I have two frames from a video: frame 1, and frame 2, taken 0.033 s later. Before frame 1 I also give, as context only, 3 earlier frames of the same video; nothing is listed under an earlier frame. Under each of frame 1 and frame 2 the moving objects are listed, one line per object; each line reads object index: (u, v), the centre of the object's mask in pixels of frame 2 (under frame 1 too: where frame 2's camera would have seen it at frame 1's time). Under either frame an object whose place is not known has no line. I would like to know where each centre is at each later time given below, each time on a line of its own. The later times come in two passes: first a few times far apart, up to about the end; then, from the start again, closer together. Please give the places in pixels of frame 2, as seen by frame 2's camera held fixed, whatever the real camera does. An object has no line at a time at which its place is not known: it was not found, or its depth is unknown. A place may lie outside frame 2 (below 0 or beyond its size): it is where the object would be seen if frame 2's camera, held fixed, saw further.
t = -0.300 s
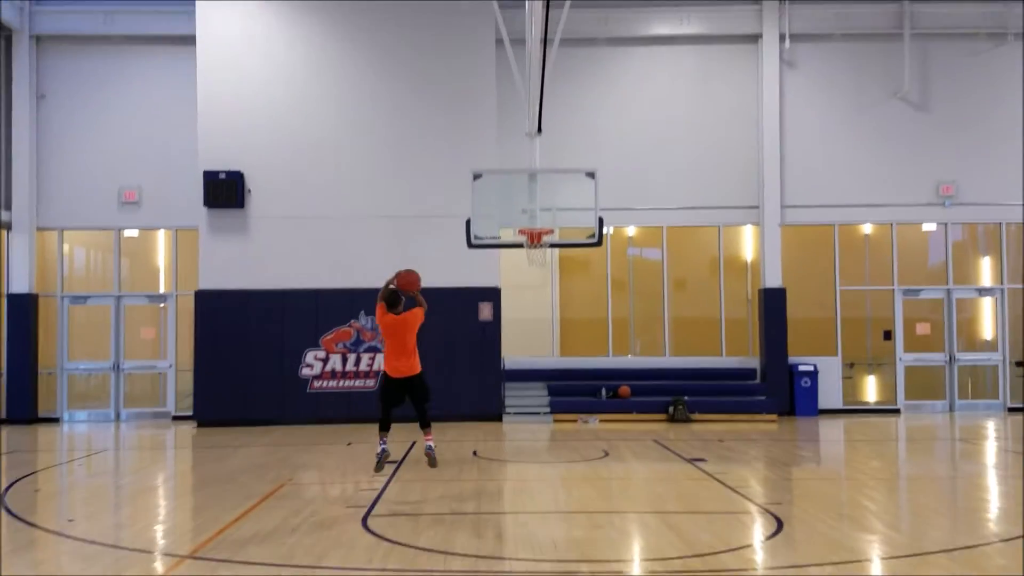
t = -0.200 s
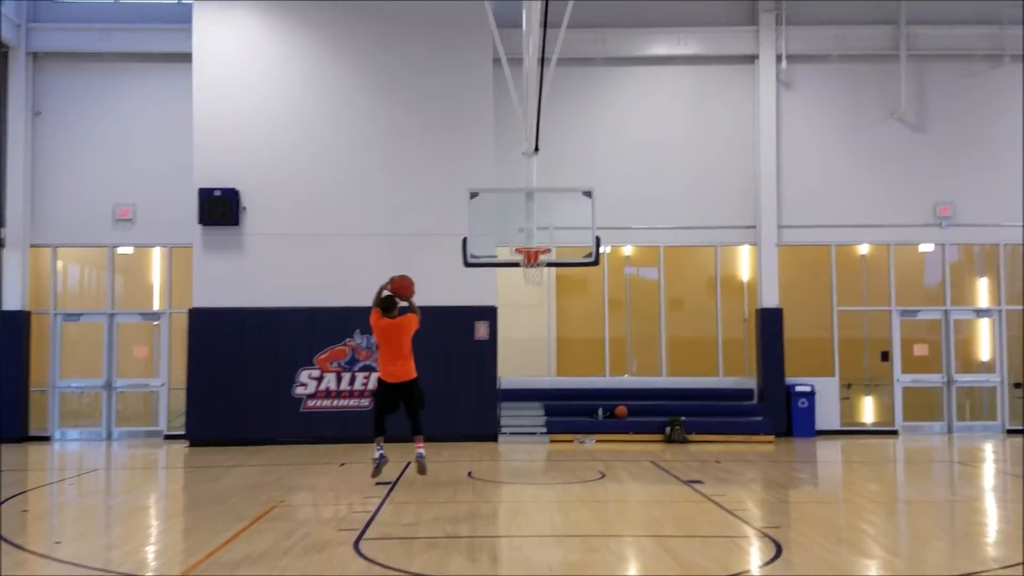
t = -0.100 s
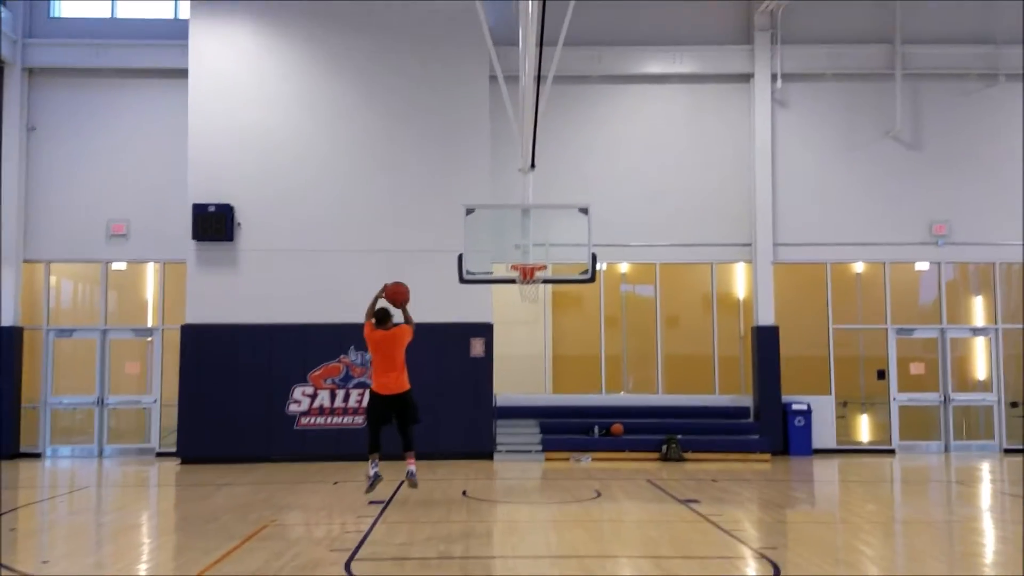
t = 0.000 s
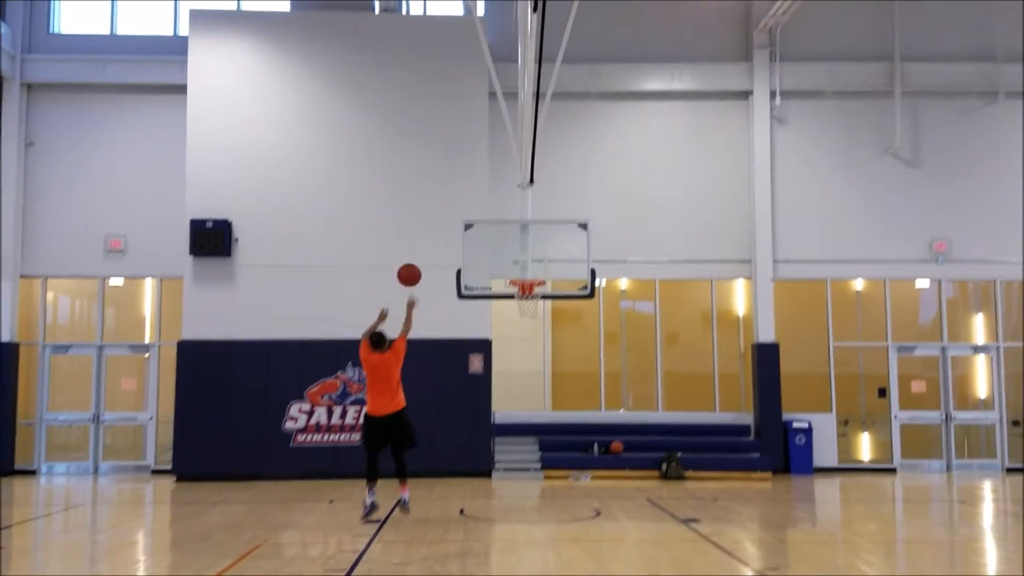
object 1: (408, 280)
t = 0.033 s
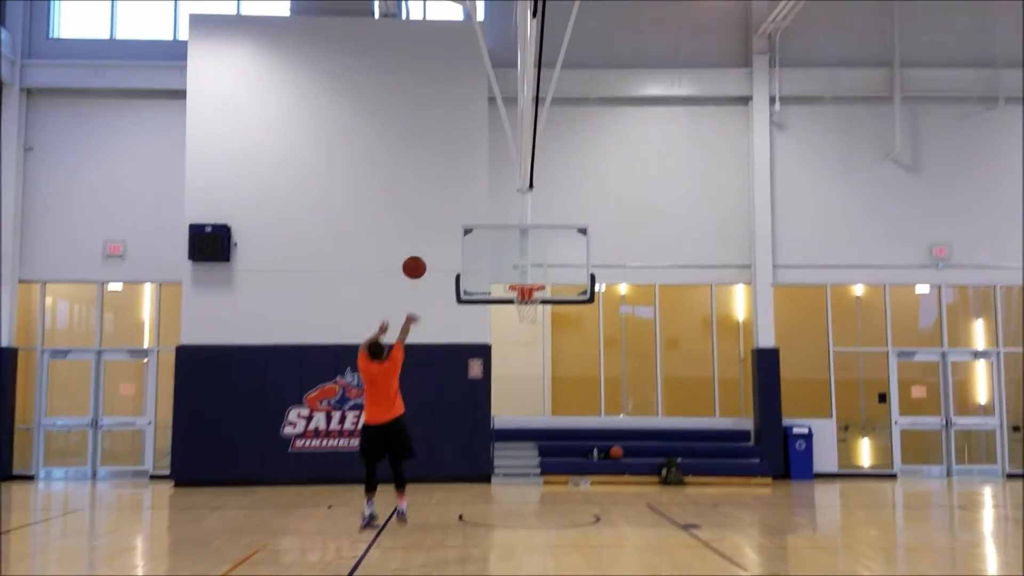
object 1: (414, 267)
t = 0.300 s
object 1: (456, 214)
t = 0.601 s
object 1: (495, 232)
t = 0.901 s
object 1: (540, 295)
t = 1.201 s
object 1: (539, 308)
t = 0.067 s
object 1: (420, 256)
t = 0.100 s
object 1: (426, 246)
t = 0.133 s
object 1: (431, 237)
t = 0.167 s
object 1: (436, 230)
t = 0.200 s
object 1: (442, 224)
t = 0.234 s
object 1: (447, 220)
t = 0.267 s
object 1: (451, 216)
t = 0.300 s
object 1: (456, 214)
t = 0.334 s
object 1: (461, 212)
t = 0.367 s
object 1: (465, 212)
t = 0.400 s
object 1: (470, 212)
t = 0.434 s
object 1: (474, 213)
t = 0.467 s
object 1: (479, 216)
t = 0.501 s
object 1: (483, 219)
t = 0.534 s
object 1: (487, 222)
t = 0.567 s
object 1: (491, 227)
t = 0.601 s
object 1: (495, 232)
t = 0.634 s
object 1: (499, 238)
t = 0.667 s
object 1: (503, 244)
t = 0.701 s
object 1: (507, 251)
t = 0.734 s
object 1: (511, 259)
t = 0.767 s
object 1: (515, 268)
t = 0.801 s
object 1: (518, 276)
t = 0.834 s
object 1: (524, 284)
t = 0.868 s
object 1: (531, 290)
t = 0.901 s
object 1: (540, 295)
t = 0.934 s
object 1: (541, 296)
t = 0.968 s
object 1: (543, 296)
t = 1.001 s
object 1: (545, 296)
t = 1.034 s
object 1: (545, 299)
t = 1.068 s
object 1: (545, 301)
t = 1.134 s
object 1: (542, 303)
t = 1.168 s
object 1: (541, 305)
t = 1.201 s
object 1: (539, 308)
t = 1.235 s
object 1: (537, 312)
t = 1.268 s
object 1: (535, 317)
